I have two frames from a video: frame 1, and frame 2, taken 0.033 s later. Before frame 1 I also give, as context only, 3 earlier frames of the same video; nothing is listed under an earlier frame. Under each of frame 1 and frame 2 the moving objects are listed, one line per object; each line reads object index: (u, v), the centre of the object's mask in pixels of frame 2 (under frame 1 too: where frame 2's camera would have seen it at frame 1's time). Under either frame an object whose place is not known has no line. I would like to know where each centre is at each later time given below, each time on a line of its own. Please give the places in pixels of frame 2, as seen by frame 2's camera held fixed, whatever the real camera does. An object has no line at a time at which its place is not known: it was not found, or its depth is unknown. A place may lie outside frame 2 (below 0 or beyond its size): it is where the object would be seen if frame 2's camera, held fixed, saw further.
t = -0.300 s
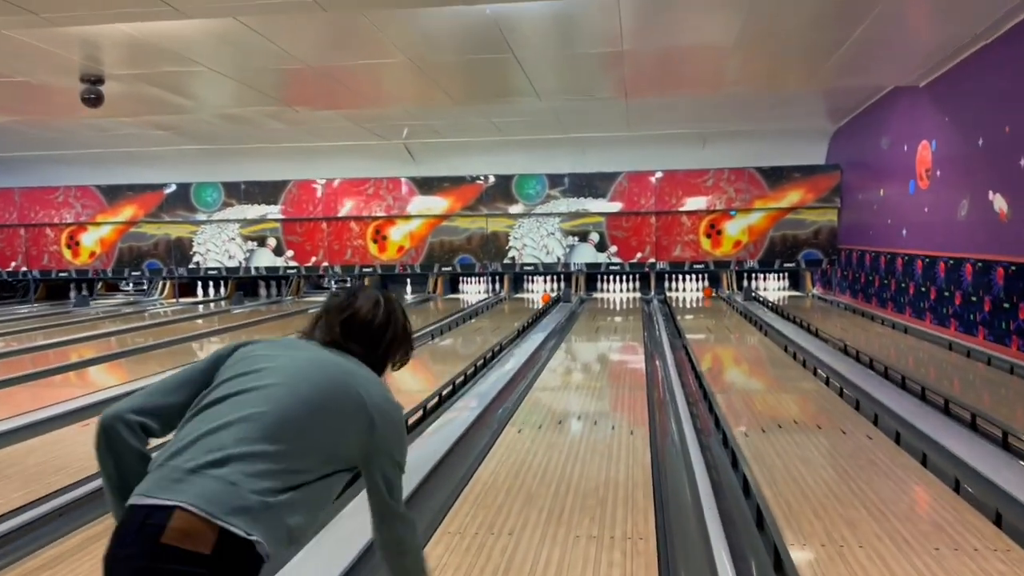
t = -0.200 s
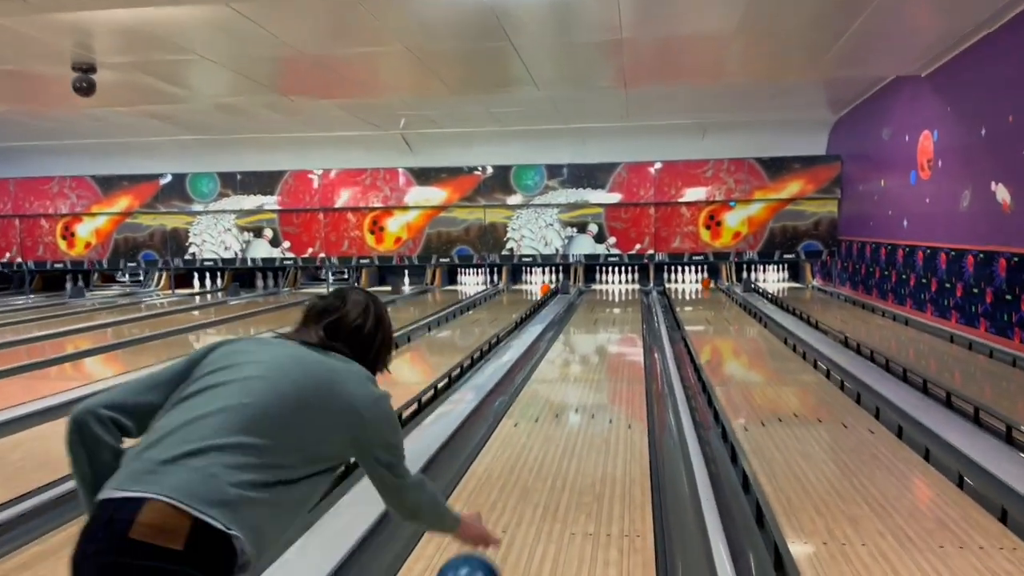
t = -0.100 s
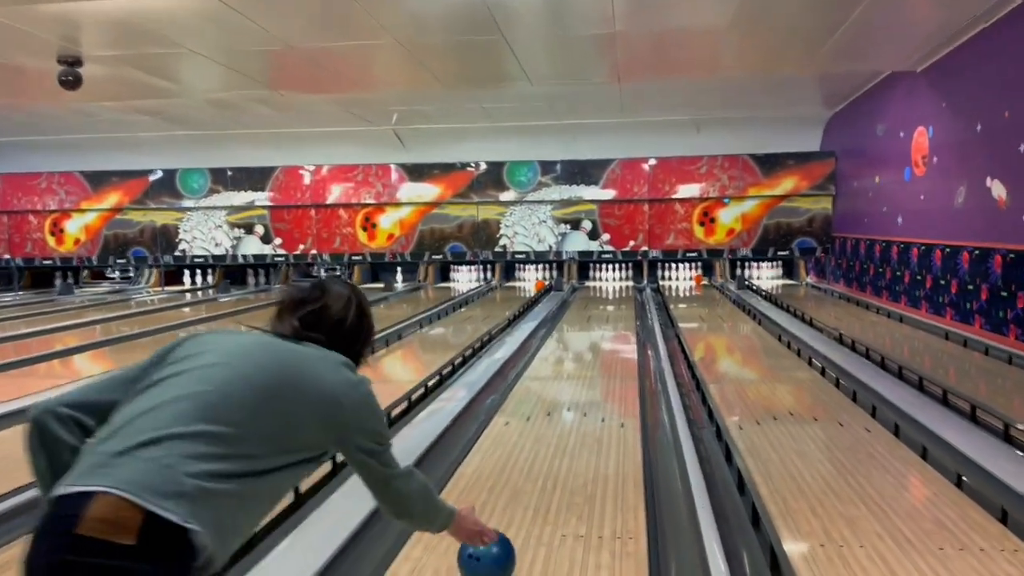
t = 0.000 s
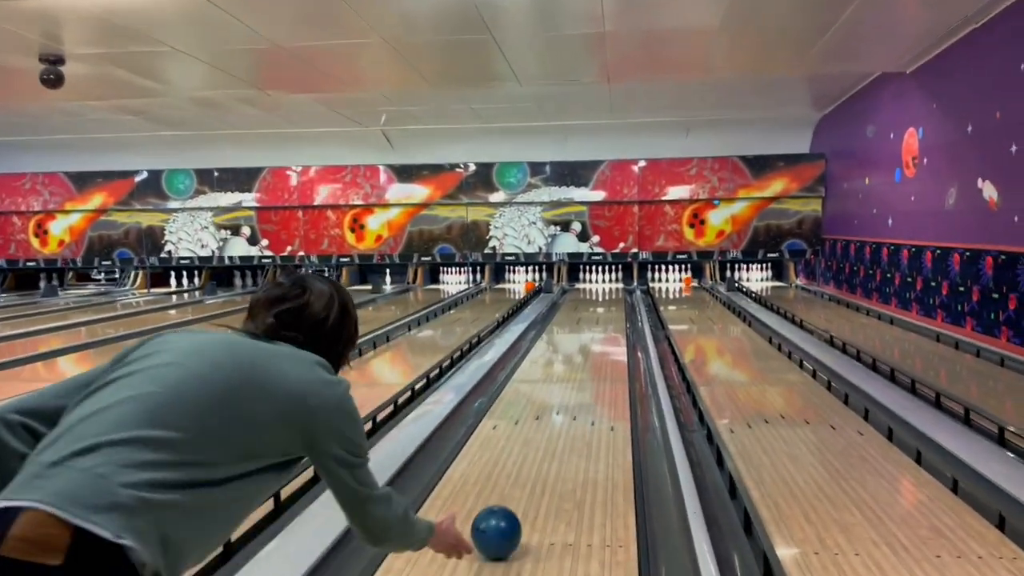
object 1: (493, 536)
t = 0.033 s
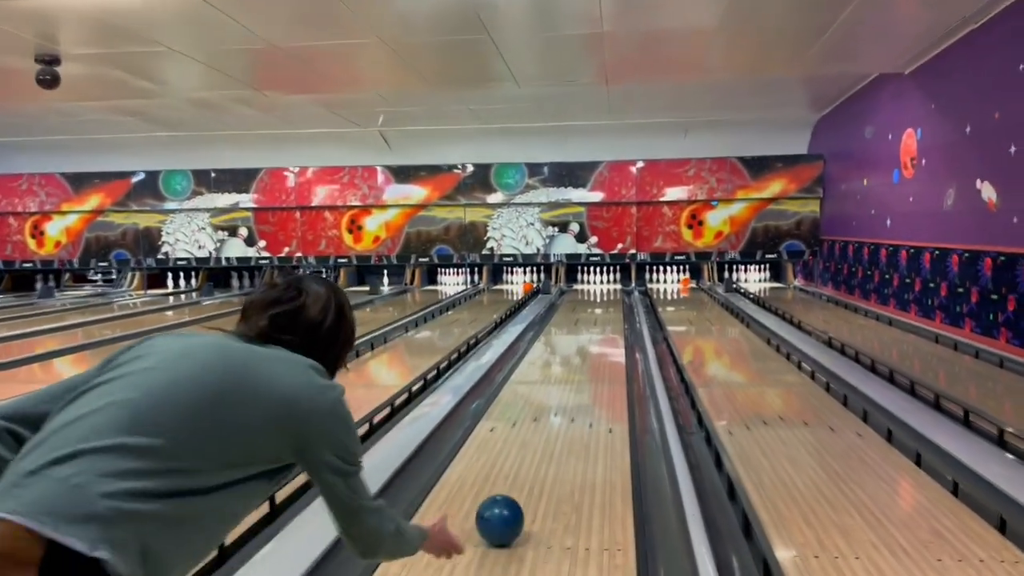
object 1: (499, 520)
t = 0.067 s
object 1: (506, 507)
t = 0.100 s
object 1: (511, 495)
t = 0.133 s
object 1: (516, 483)
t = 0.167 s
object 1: (520, 472)
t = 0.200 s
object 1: (524, 463)
